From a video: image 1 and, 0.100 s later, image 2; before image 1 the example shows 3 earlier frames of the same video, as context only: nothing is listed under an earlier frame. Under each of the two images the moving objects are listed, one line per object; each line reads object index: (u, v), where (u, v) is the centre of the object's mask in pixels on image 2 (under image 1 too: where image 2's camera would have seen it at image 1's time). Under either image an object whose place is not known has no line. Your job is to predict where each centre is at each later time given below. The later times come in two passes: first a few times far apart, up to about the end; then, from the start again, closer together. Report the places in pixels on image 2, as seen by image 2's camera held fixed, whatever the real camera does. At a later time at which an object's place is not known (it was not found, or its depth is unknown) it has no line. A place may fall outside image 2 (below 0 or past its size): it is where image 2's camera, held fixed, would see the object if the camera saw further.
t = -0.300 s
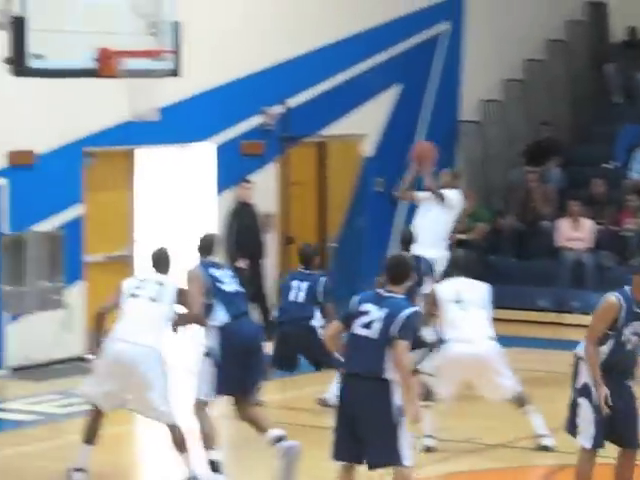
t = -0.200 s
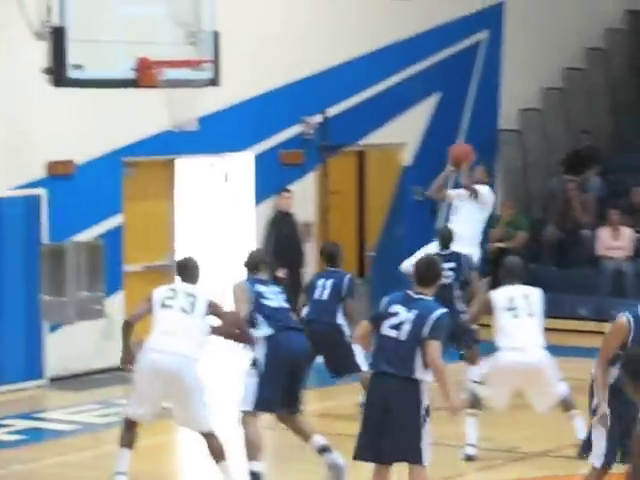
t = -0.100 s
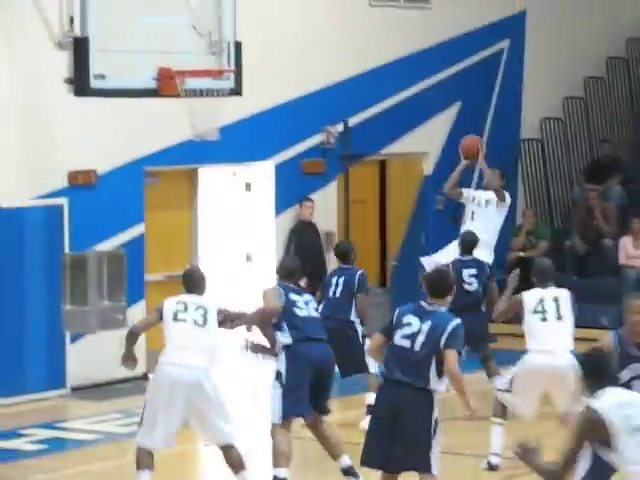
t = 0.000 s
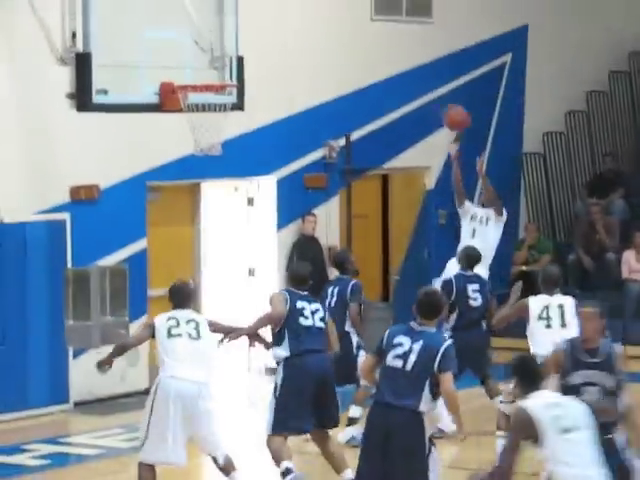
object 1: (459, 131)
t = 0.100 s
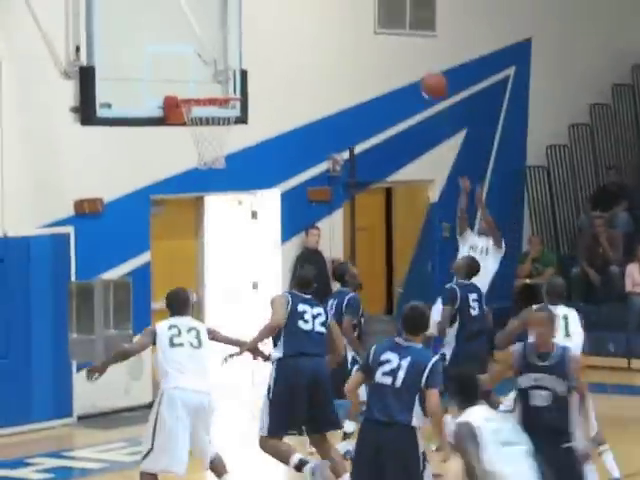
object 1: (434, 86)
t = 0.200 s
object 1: (407, 49)
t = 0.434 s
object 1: (343, 4)
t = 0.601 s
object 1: (294, 11)
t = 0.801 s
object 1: (233, 67)
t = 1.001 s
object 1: (194, 152)
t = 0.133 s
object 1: (425, 73)
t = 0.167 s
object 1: (416, 61)
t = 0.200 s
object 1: (407, 49)
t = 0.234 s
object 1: (399, 40)
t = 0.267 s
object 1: (390, 30)
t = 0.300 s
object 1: (381, 23)
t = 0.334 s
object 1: (371, 16)
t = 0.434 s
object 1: (343, 4)
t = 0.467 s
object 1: (333, 3)
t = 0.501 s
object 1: (323, 3)
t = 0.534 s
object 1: (313, 4)
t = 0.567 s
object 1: (303, 7)
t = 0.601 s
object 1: (294, 11)
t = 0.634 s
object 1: (283, 17)
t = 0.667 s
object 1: (273, 24)
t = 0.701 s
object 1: (263, 32)
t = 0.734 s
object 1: (253, 42)
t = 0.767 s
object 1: (243, 53)
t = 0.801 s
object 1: (233, 67)
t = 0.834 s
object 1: (222, 81)
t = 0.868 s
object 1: (212, 95)
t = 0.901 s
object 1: (202, 114)
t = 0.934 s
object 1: (197, 128)
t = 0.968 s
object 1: (196, 142)
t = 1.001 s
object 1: (194, 152)
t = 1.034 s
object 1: (193, 163)
